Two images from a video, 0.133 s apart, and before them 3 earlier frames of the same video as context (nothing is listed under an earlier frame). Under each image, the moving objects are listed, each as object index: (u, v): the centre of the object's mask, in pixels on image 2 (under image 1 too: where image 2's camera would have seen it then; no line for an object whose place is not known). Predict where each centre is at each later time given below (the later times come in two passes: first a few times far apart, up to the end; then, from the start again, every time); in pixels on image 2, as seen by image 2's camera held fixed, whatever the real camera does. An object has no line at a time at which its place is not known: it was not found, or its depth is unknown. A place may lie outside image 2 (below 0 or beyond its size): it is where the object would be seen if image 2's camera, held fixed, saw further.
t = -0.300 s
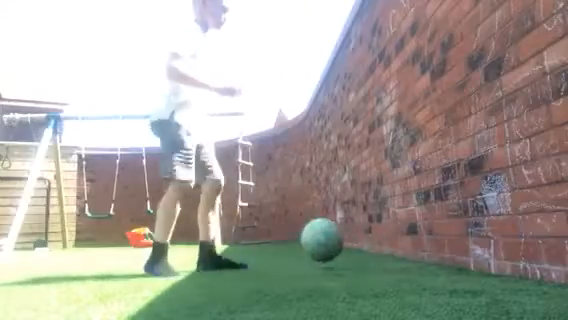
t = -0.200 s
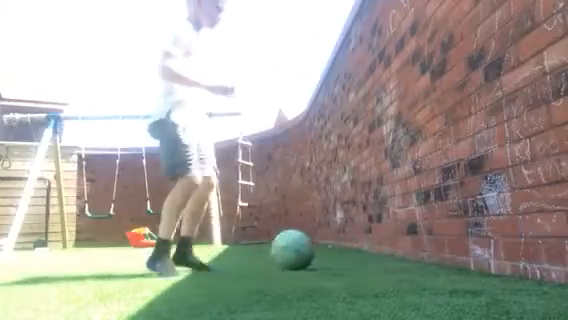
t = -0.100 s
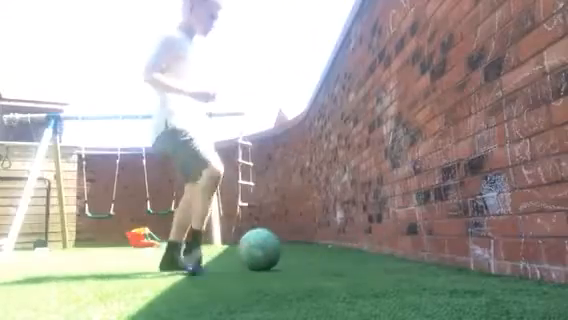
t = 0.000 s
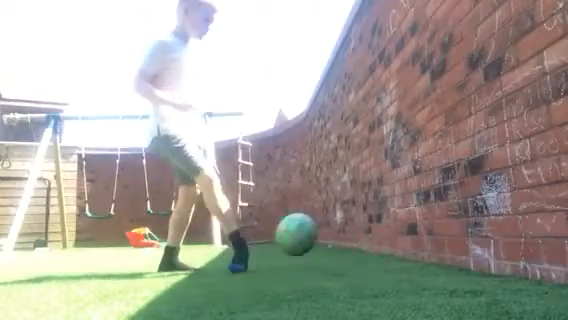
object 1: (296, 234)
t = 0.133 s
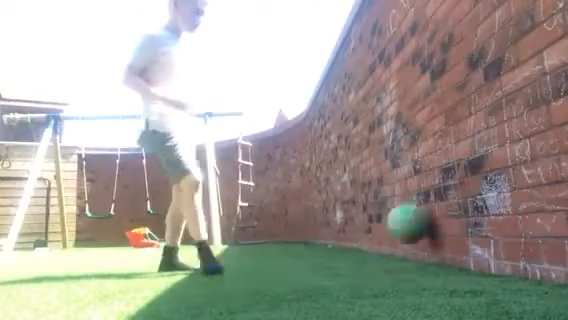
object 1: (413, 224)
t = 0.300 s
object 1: (337, 238)
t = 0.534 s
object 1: (253, 251)
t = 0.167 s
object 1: (402, 228)
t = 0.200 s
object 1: (383, 237)
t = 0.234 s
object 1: (364, 248)
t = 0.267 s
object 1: (349, 245)
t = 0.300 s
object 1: (337, 238)
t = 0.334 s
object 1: (326, 234)
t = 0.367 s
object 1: (314, 232)
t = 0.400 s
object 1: (301, 232)
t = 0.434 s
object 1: (290, 234)
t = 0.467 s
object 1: (278, 239)
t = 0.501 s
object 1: (266, 248)
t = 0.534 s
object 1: (253, 251)
